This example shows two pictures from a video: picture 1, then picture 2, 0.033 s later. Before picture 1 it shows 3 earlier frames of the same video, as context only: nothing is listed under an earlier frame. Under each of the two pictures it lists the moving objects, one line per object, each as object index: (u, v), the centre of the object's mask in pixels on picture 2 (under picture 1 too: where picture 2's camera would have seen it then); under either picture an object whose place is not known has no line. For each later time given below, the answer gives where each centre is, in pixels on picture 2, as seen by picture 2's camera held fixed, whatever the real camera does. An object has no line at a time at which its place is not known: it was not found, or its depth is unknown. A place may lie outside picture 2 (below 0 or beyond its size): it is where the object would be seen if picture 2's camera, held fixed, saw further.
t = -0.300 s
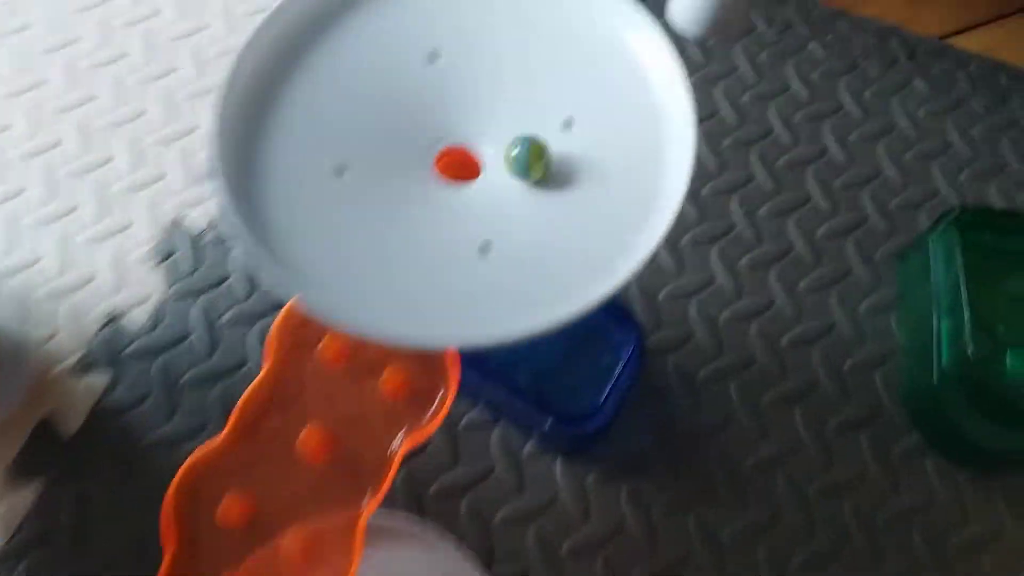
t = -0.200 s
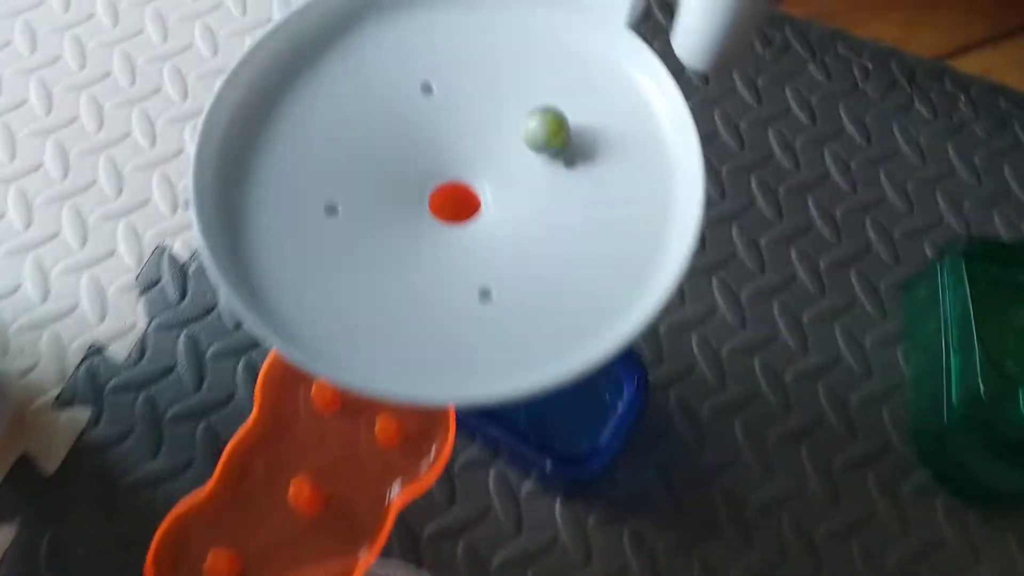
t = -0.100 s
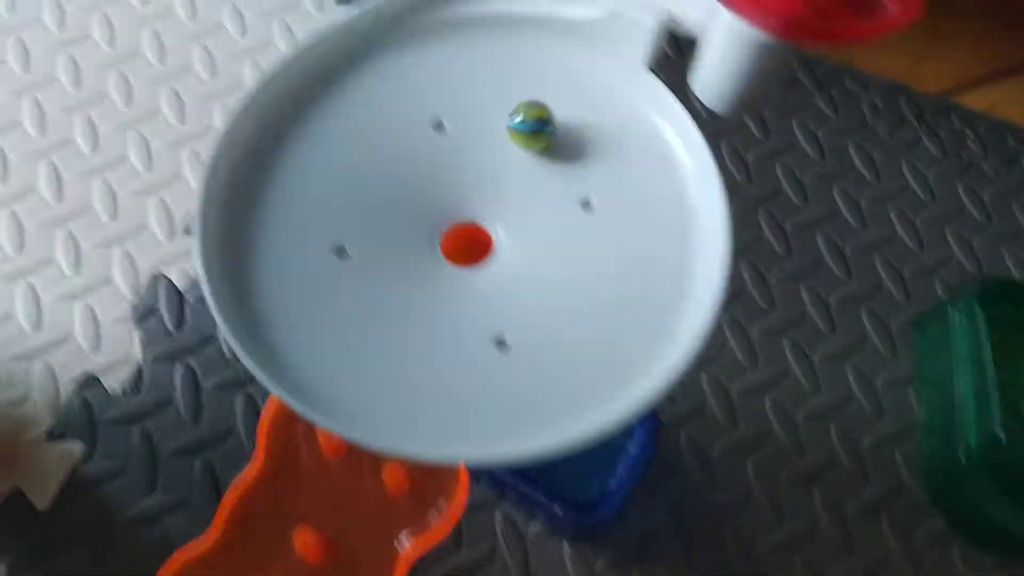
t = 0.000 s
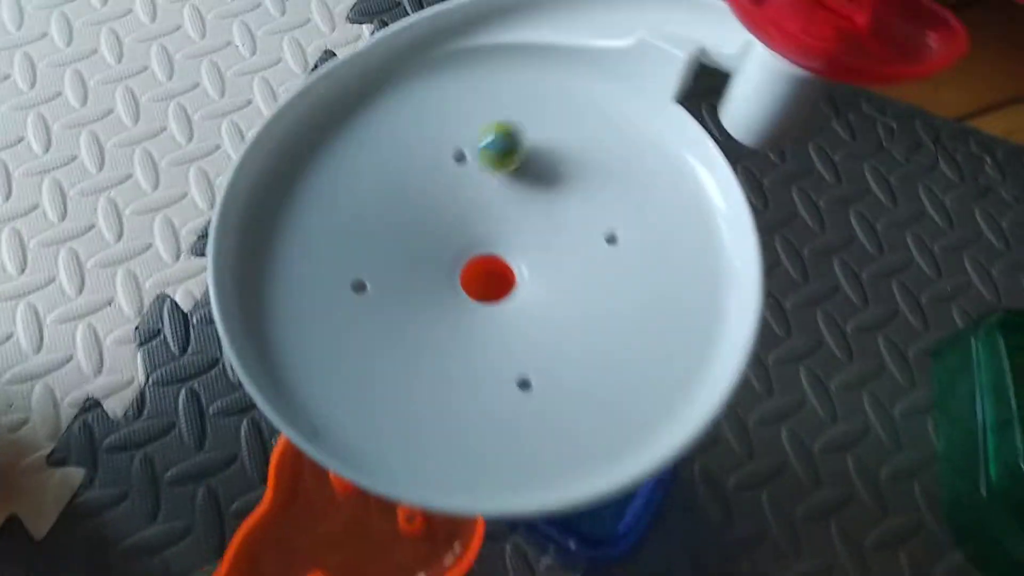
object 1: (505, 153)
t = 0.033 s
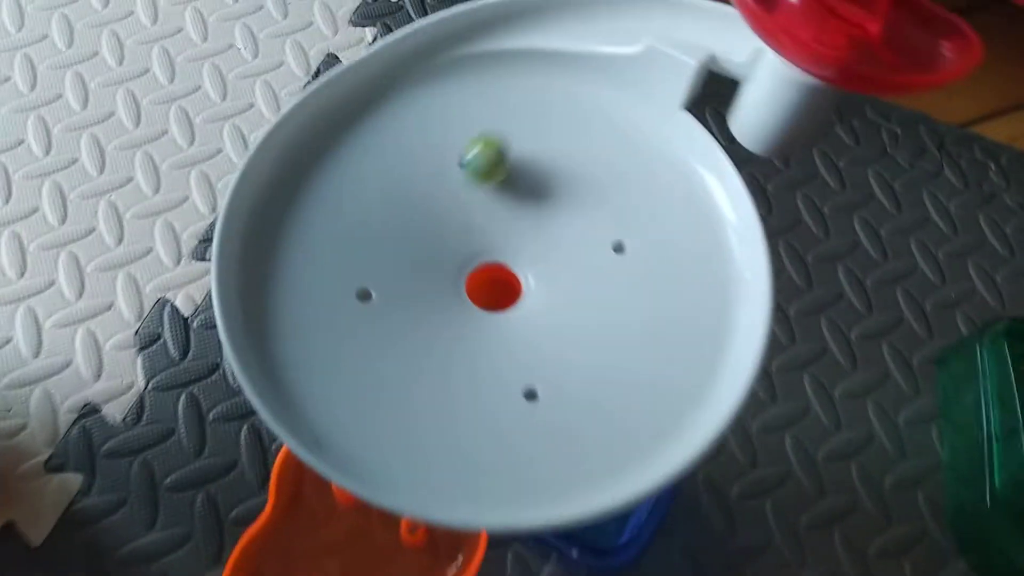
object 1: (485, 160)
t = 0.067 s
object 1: (468, 173)
